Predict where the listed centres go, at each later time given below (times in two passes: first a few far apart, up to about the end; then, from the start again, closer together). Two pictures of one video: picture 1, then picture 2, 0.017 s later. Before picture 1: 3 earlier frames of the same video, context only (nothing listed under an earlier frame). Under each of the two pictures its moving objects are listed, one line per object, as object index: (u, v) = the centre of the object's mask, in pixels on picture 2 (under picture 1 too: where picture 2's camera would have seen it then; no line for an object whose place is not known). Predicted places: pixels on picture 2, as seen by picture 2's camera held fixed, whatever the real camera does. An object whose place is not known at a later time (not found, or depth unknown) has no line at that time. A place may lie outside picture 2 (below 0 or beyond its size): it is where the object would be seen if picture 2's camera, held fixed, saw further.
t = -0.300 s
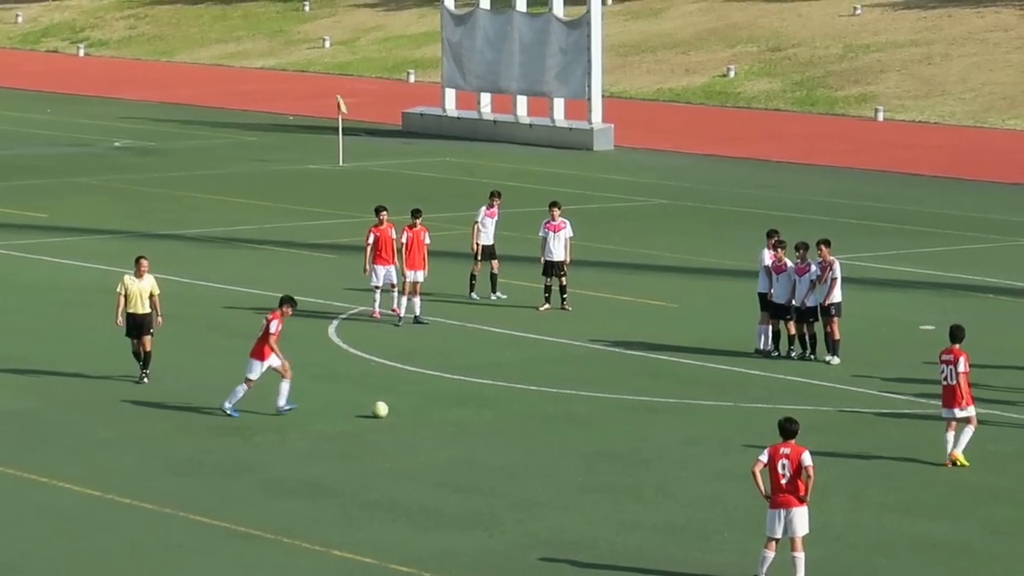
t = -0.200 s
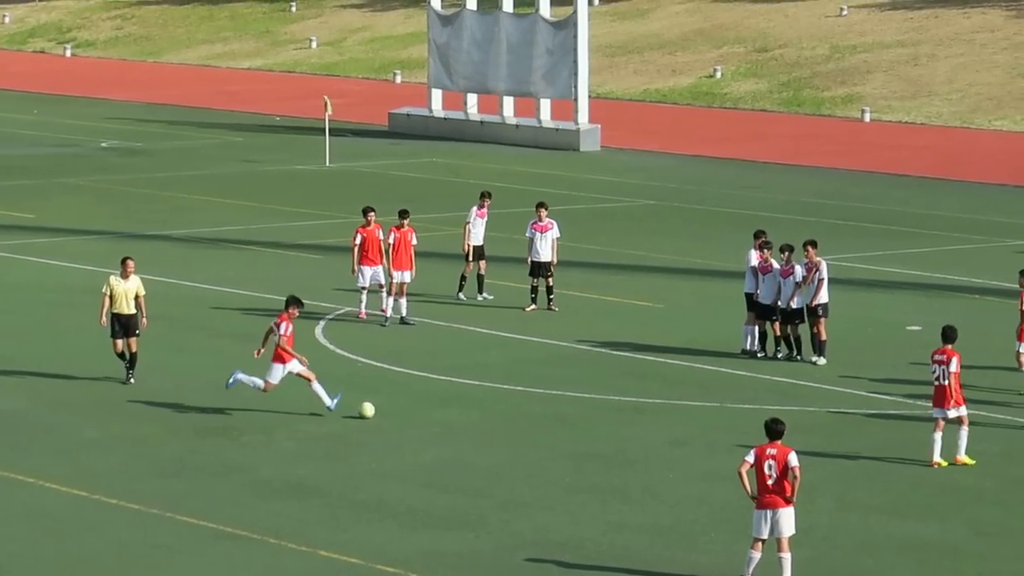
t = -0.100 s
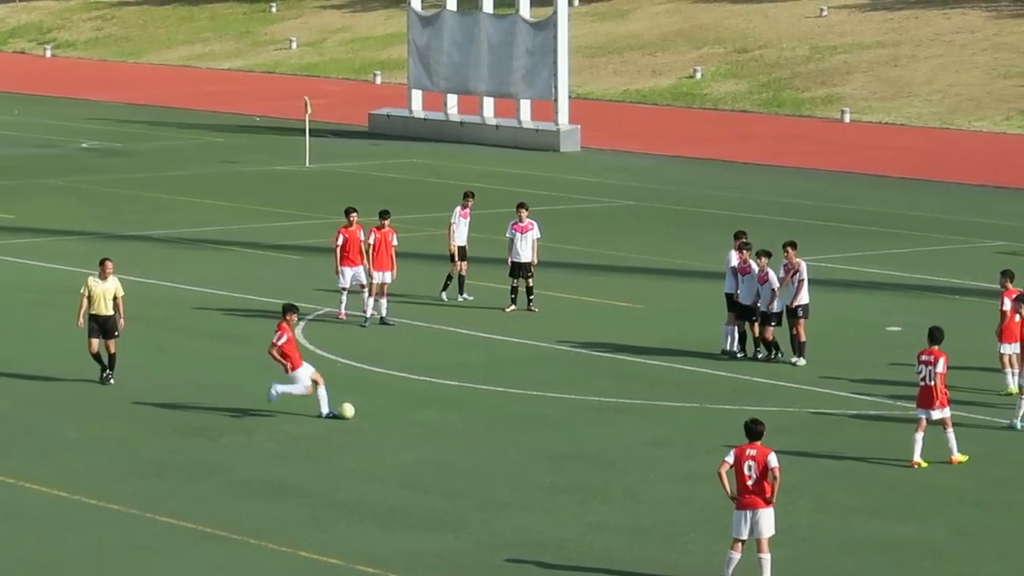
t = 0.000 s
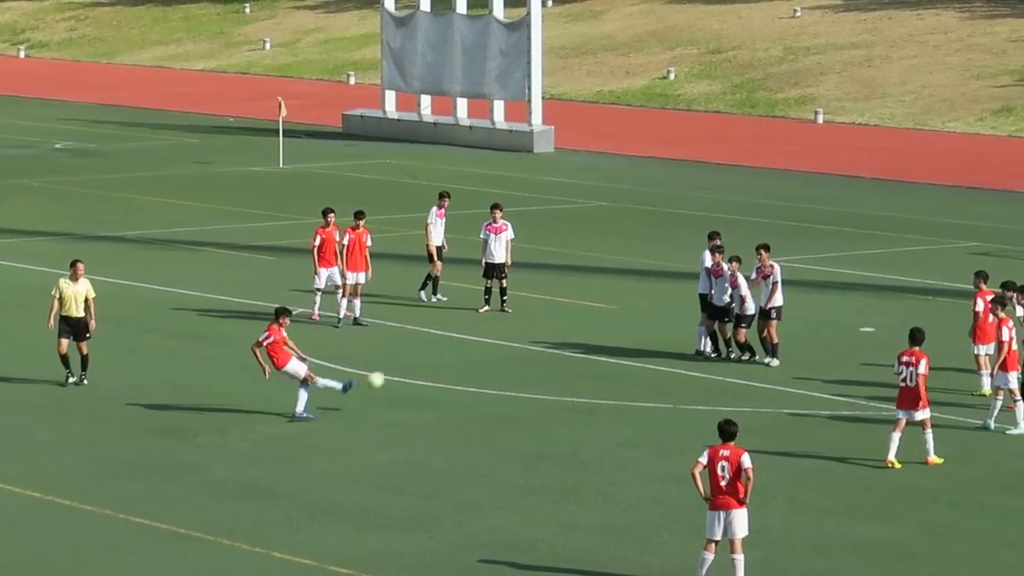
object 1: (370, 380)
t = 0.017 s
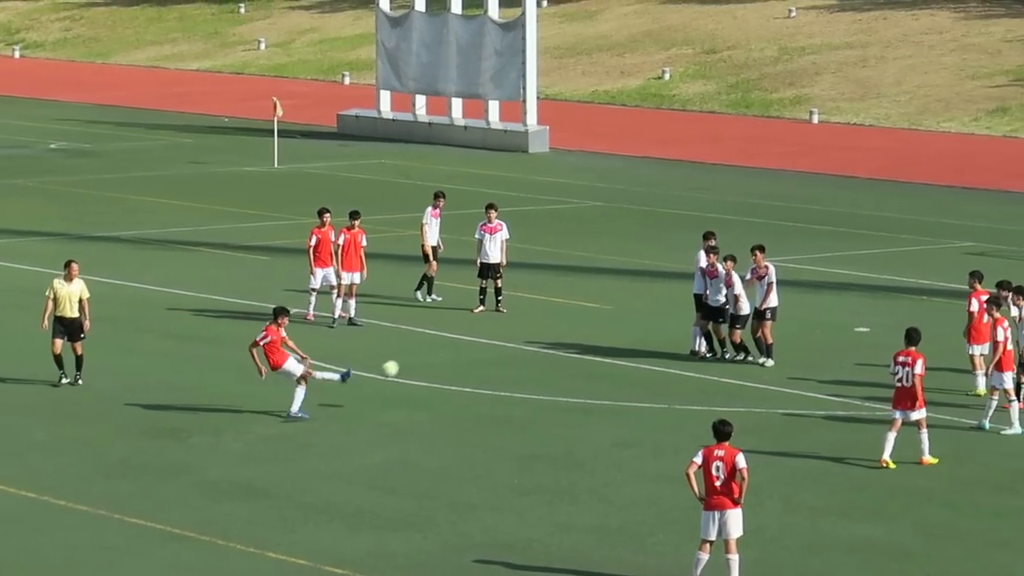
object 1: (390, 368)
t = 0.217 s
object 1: (599, 256)
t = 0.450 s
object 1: (798, 171)
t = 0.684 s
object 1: (960, 129)
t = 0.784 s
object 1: (1019, 123)
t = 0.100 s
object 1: (482, 317)
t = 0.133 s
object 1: (517, 298)
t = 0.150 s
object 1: (534, 289)
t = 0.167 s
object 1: (550, 280)
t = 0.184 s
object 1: (567, 272)
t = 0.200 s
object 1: (583, 264)
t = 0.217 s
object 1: (599, 256)
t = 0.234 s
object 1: (615, 249)
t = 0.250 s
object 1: (630, 241)
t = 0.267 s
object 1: (646, 234)
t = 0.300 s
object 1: (675, 221)
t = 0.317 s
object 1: (690, 214)
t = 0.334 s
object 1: (703, 208)
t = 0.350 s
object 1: (718, 202)
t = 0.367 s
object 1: (732, 197)
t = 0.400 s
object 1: (759, 186)
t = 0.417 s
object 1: (773, 181)
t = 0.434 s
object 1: (785, 176)
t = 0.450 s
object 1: (798, 171)
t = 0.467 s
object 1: (811, 167)
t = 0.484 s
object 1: (823, 163)
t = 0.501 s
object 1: (835, 160)
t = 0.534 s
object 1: (859, 152)
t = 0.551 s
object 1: (872, 149)
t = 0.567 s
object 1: (884, 146)
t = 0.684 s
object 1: (960, 129)
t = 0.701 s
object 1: (971, 128)
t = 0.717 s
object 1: (980, 126)
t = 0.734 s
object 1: (990, 125)
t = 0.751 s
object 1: (1000, 125)
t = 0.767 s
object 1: (1009, 124)
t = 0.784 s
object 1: (1019, 123)
